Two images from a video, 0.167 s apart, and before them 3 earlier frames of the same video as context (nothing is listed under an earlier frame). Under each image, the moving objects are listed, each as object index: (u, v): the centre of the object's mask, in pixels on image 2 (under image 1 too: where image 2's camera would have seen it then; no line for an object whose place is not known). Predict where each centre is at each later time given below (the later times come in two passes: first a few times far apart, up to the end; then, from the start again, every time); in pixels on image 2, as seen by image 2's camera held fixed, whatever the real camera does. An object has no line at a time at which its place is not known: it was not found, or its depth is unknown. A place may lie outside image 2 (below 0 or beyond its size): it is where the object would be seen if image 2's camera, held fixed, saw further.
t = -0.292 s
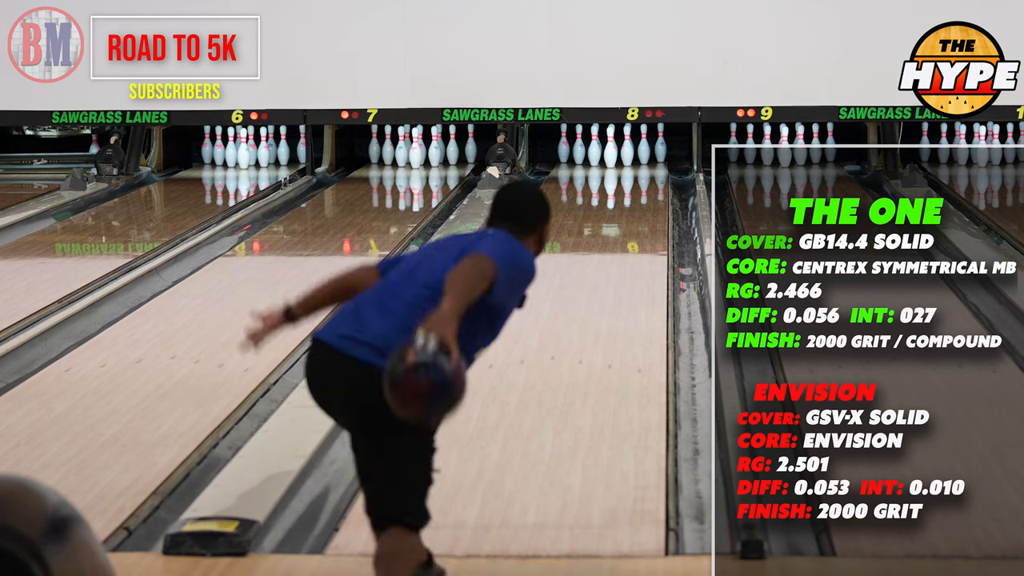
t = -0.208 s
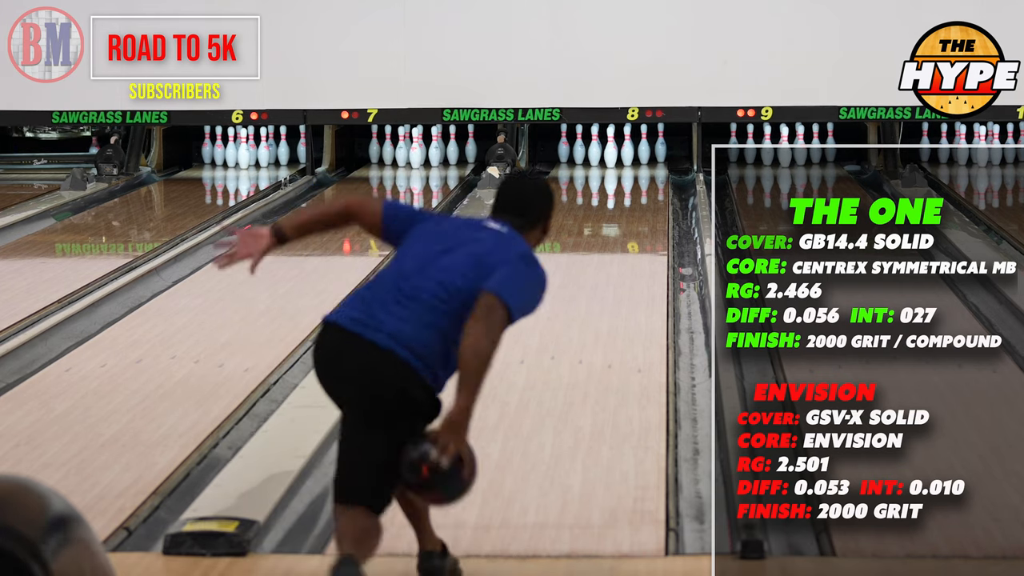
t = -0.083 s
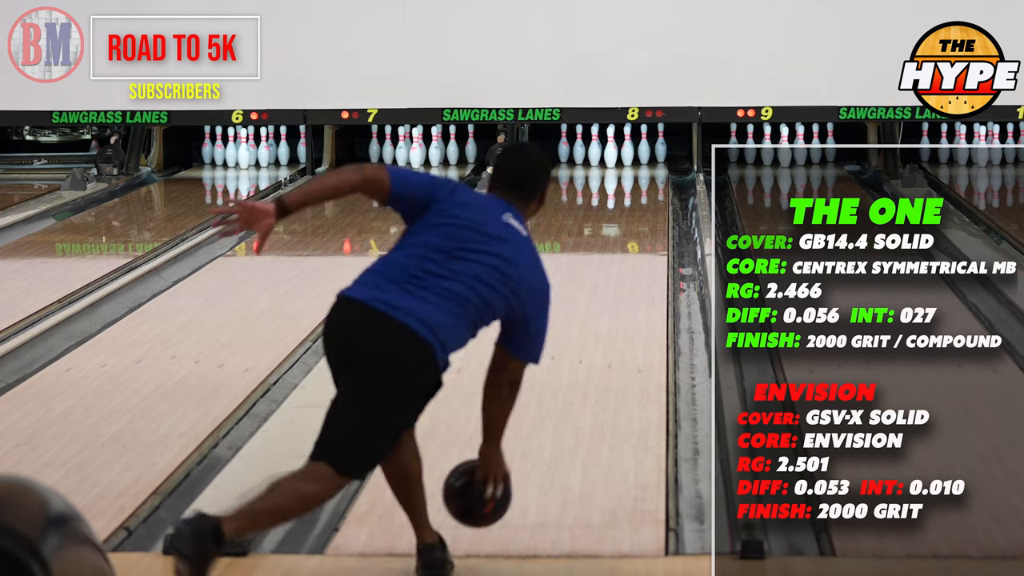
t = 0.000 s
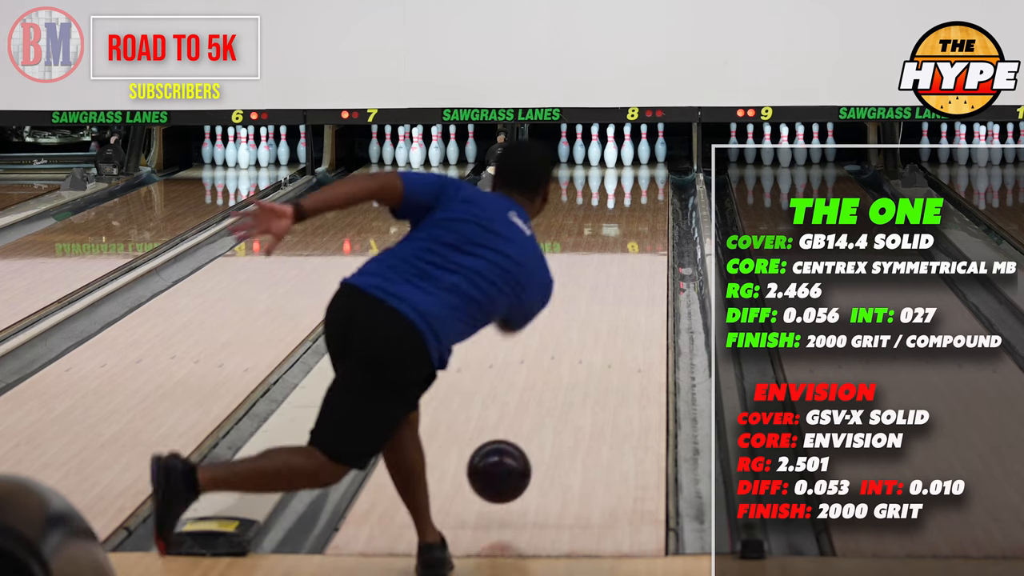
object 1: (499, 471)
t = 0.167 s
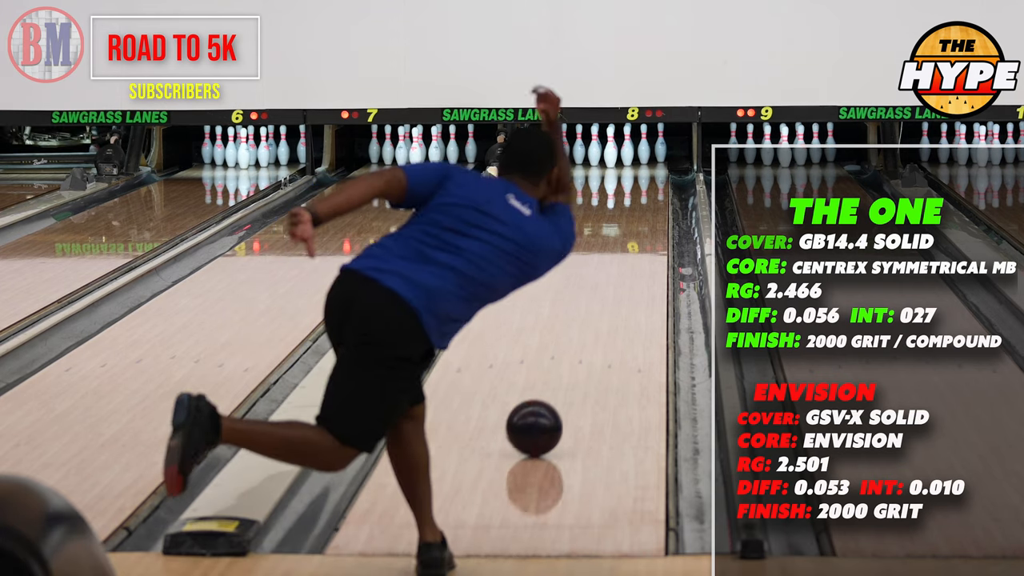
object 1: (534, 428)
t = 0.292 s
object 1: (554, 389)
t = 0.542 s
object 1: (586, 329)
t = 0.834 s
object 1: (612, 278)
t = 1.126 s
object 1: (630, 241)
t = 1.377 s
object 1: (640, 215)
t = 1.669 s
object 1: (645, 191)
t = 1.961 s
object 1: (638, 173)
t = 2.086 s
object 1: (631, 167)
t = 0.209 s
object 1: (541, 414)
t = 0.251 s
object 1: (548, 401)
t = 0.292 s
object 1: (554, 389)
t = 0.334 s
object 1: (561, 378)
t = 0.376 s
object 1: (566, 367)
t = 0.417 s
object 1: (572, 357)
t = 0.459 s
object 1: (577, 347)
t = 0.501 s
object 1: (582, 338)
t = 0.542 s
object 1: (586, 329)
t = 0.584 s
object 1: (590, 321)
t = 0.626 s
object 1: (595, 314)
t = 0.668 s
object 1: (598, 306)
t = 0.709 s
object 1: (602, 299)
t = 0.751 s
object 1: (606, 292)
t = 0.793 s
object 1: (609, 285)
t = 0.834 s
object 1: (612, 278)
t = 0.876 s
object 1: (615, 273)
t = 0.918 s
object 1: (618, 267)
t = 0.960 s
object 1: (620, 261)
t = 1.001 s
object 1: (623, 256)
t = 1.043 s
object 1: (625, 251)
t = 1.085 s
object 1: (628, 245)
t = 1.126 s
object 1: (630, 241)
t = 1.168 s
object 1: (632, 236)
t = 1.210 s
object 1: (634, 231)
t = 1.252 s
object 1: (635, 227)
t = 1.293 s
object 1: (637, 223)
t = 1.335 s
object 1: (639, 219)
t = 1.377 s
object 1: (640, 215)
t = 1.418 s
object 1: (641, 211)
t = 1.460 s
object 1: (643, 207)
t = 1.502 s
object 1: (643, 204)
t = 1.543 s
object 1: (644, 201)
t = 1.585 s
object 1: (645, 197)
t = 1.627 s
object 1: (646, 194)
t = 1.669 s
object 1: (645, 191)
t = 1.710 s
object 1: (645, 188)
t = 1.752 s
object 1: (645, 186)
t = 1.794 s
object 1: (644, 183)
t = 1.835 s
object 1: (643, 180)
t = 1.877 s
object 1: (641, 178)
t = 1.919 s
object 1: (640, 175)
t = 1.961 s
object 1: (638, 173)
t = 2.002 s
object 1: (636, 171)
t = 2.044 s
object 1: (633, 169)
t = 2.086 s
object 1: (631, 167)
